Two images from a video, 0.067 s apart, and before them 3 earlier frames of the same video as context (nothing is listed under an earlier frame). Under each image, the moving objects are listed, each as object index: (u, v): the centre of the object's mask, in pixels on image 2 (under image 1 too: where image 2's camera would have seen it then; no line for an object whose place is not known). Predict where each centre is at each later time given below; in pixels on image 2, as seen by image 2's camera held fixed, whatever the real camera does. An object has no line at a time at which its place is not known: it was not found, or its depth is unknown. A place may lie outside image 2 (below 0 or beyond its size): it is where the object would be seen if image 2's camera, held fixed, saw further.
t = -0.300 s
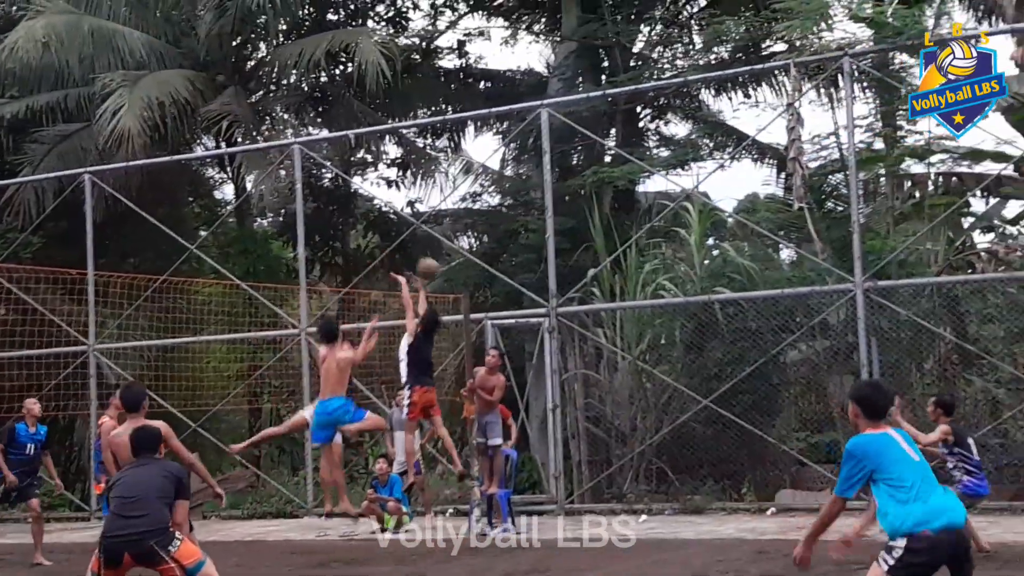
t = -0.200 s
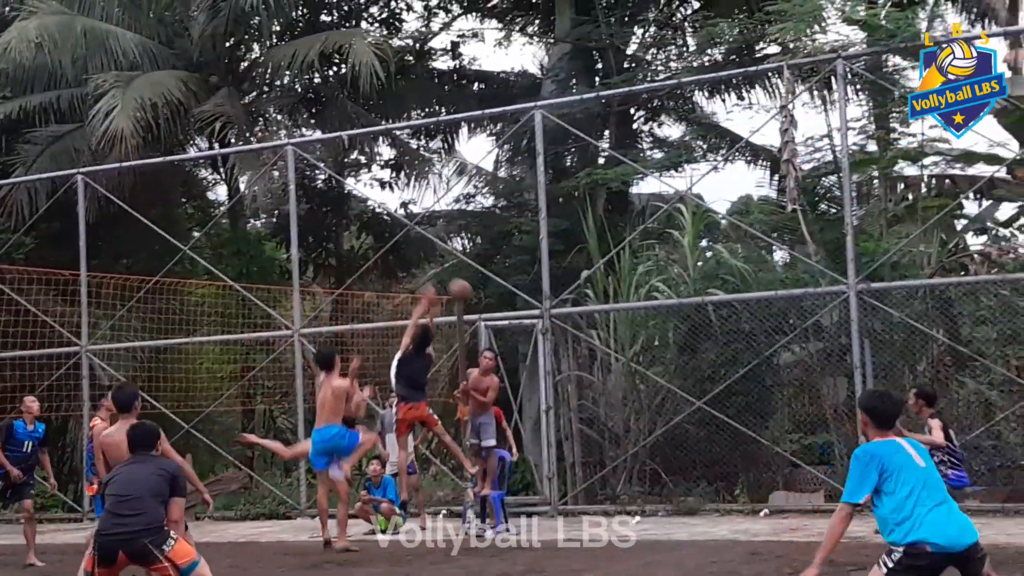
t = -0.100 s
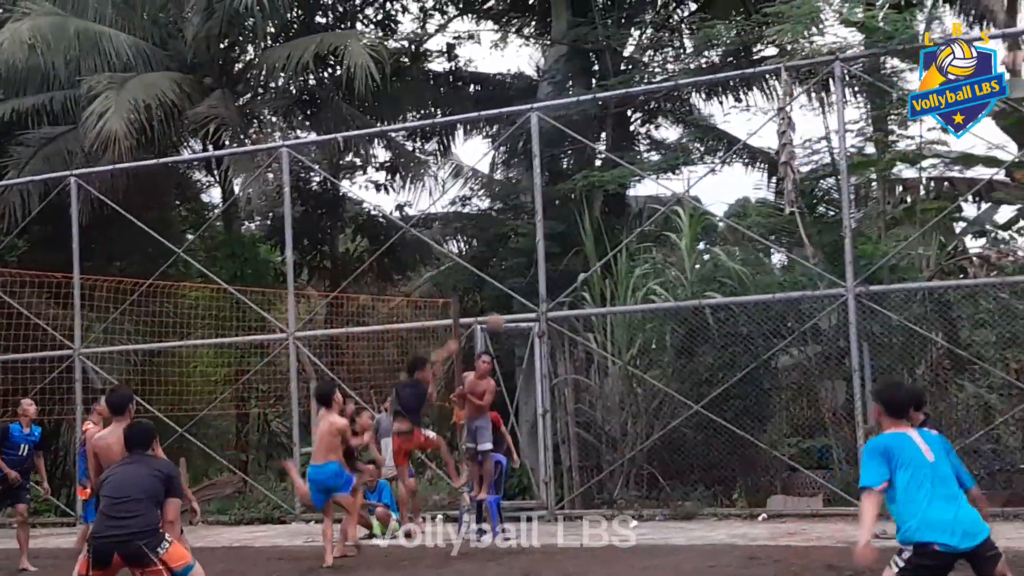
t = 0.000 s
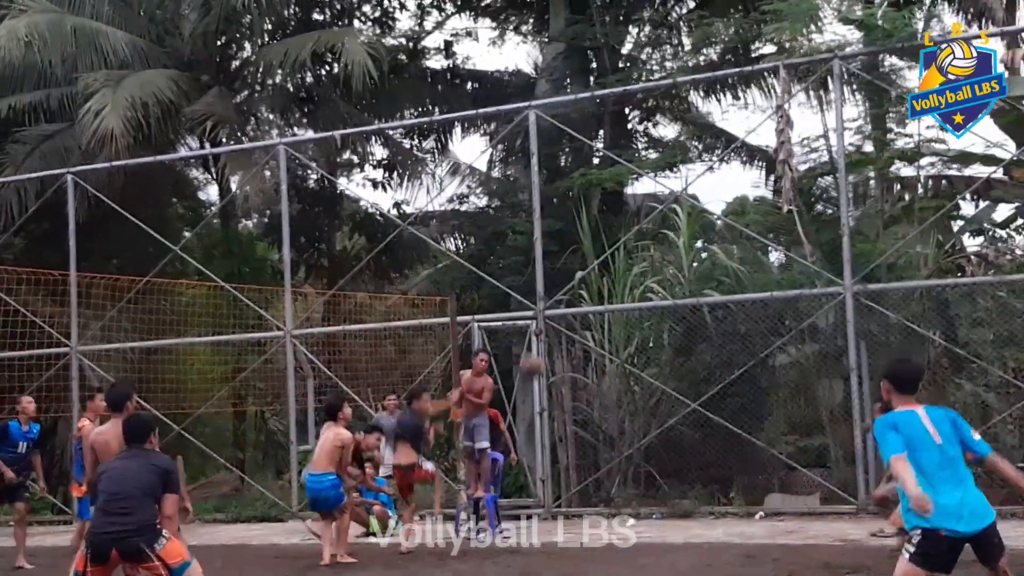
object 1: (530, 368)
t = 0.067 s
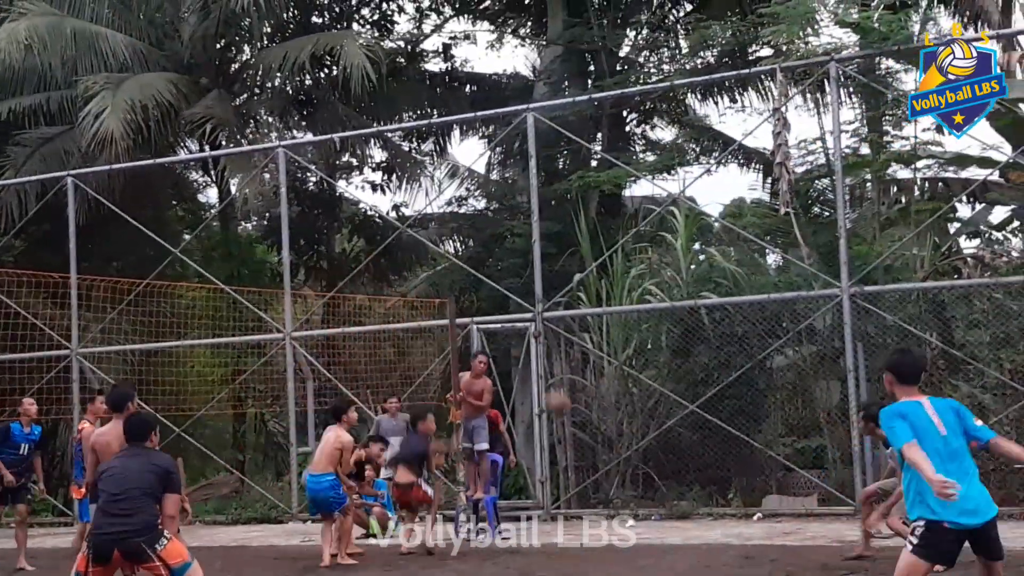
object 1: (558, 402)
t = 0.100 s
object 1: (573, 421)
